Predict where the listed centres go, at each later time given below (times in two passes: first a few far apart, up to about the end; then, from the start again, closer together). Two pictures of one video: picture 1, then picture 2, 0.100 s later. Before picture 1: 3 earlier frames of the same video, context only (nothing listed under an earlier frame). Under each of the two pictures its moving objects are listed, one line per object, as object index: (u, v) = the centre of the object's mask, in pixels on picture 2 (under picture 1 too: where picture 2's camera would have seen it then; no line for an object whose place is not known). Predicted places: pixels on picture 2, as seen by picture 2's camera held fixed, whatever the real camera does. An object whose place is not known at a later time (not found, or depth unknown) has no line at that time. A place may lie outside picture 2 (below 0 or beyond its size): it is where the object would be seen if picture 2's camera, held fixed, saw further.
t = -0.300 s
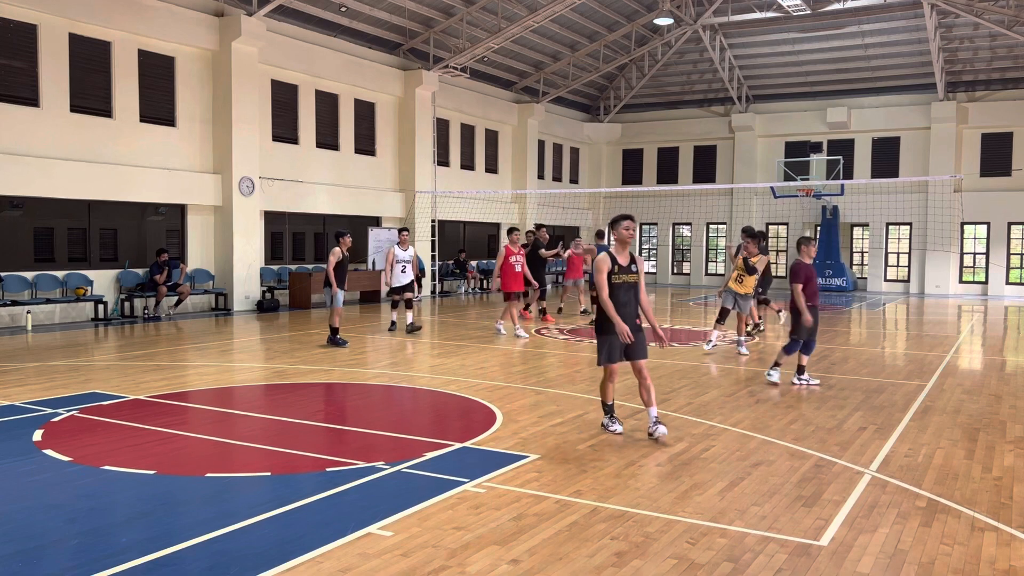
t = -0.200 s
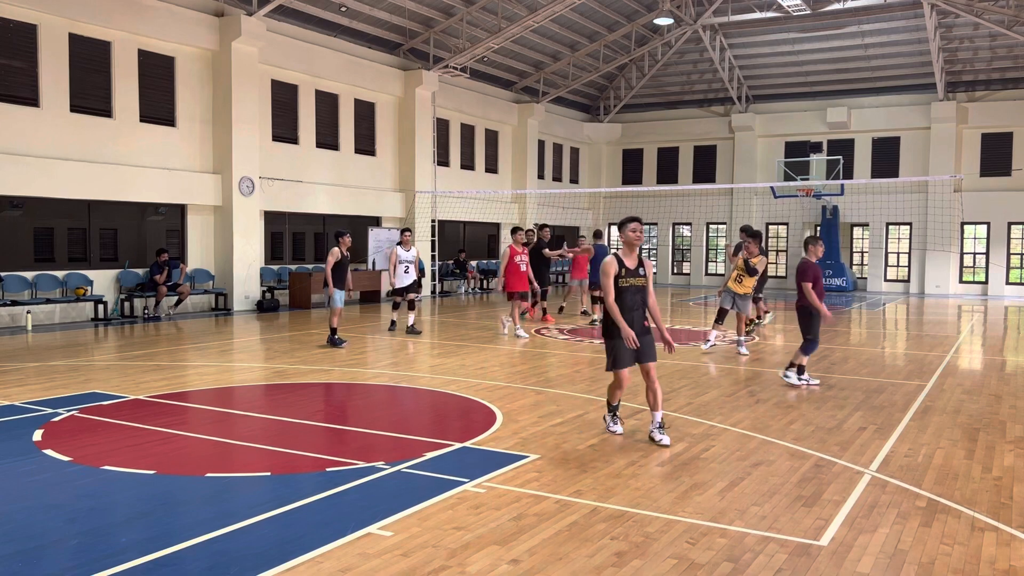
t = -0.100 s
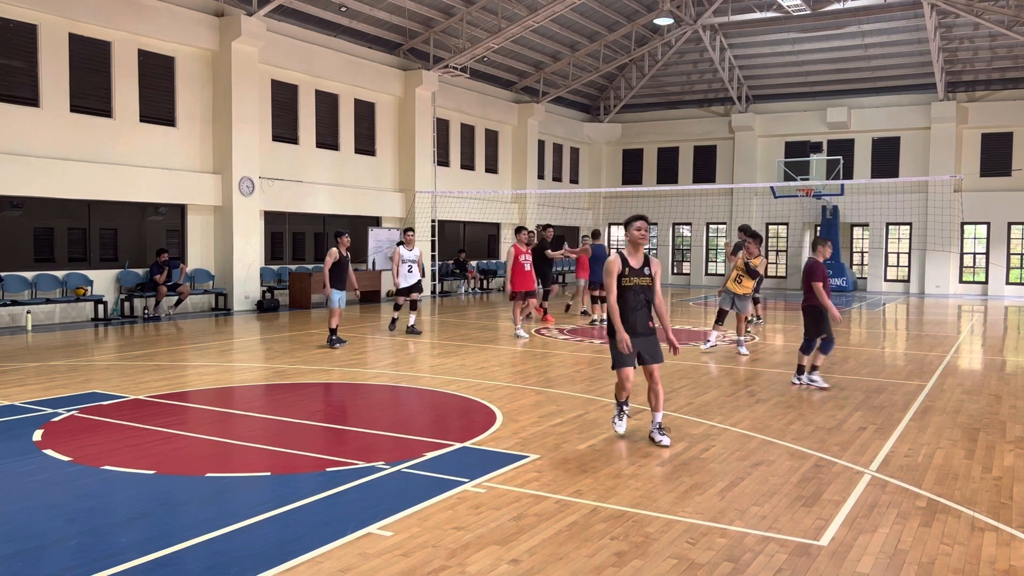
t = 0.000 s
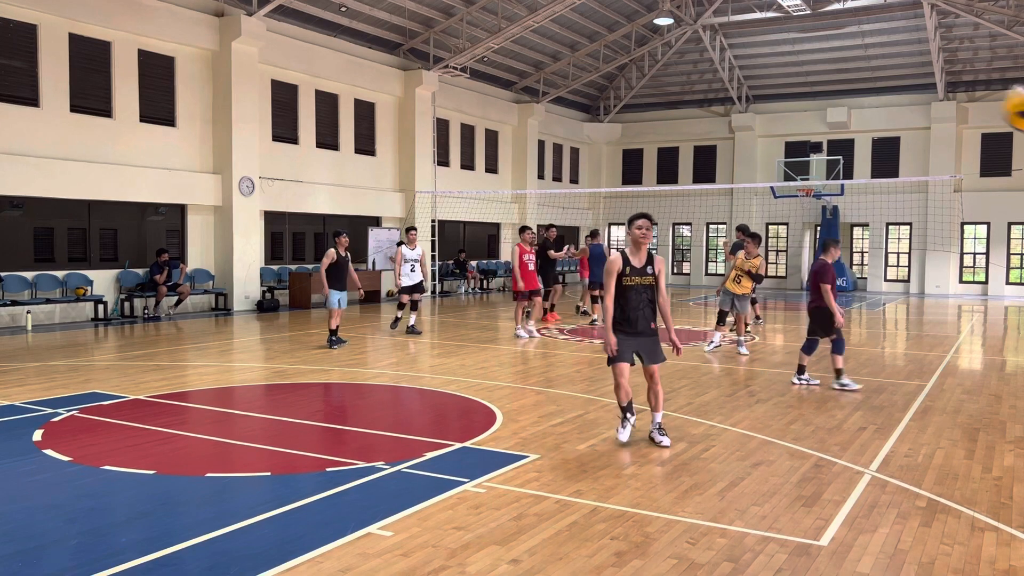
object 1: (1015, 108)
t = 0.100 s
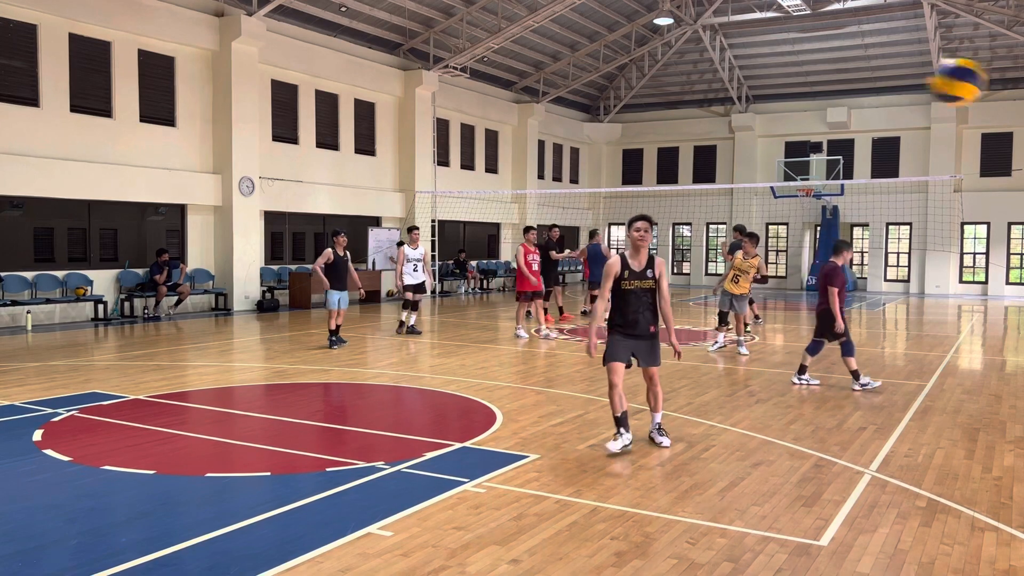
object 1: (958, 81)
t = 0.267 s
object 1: (834, 86)
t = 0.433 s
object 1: (716, 154)
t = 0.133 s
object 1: (933, 77)
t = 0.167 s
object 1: (909, 76)
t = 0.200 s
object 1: (884, 77)
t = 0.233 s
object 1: (859, 80)
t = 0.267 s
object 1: (834, 86)
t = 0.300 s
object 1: (811, 95)
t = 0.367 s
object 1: (764, 119)
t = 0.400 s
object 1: (740, 135)
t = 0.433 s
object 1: (716, 154)
